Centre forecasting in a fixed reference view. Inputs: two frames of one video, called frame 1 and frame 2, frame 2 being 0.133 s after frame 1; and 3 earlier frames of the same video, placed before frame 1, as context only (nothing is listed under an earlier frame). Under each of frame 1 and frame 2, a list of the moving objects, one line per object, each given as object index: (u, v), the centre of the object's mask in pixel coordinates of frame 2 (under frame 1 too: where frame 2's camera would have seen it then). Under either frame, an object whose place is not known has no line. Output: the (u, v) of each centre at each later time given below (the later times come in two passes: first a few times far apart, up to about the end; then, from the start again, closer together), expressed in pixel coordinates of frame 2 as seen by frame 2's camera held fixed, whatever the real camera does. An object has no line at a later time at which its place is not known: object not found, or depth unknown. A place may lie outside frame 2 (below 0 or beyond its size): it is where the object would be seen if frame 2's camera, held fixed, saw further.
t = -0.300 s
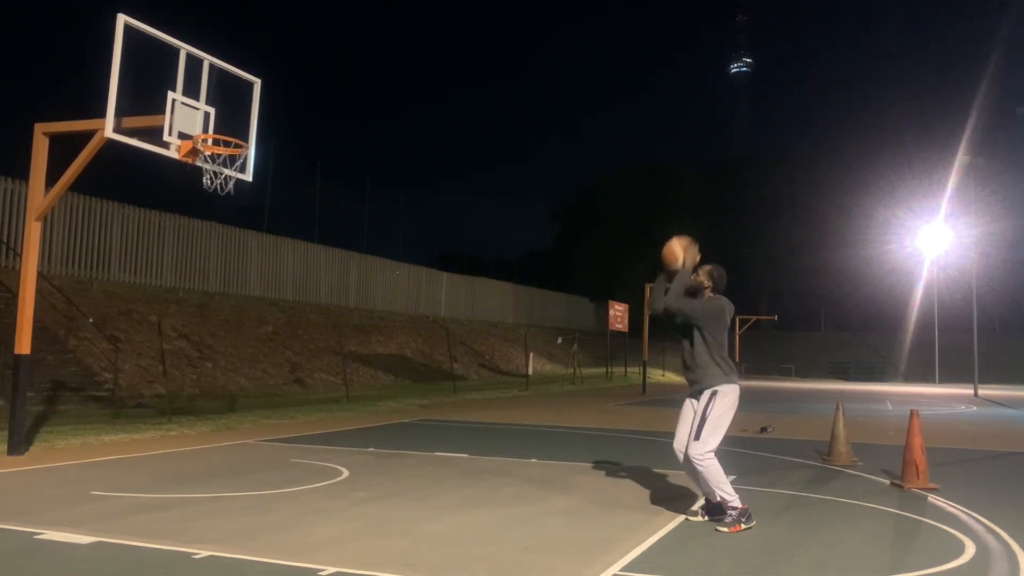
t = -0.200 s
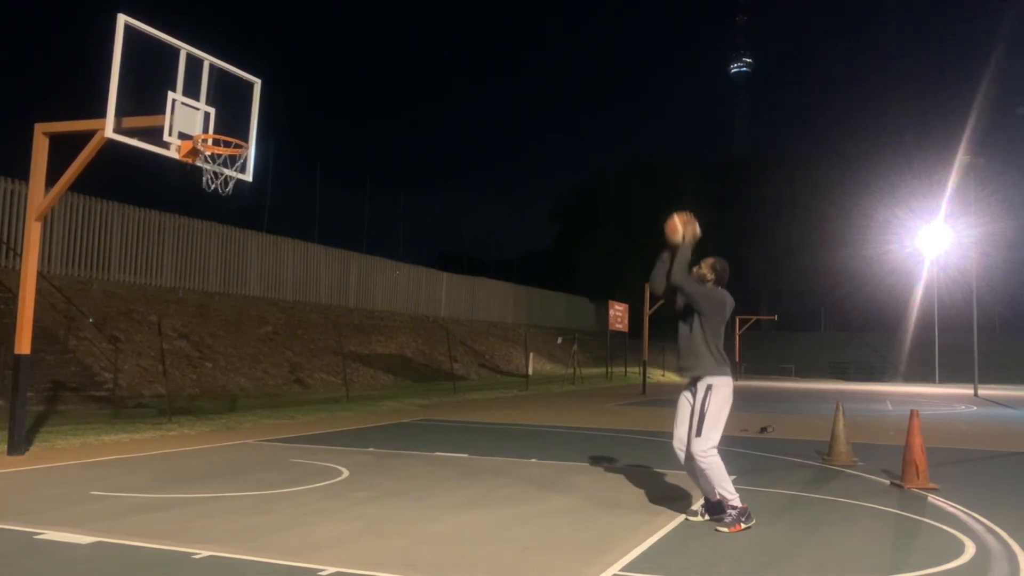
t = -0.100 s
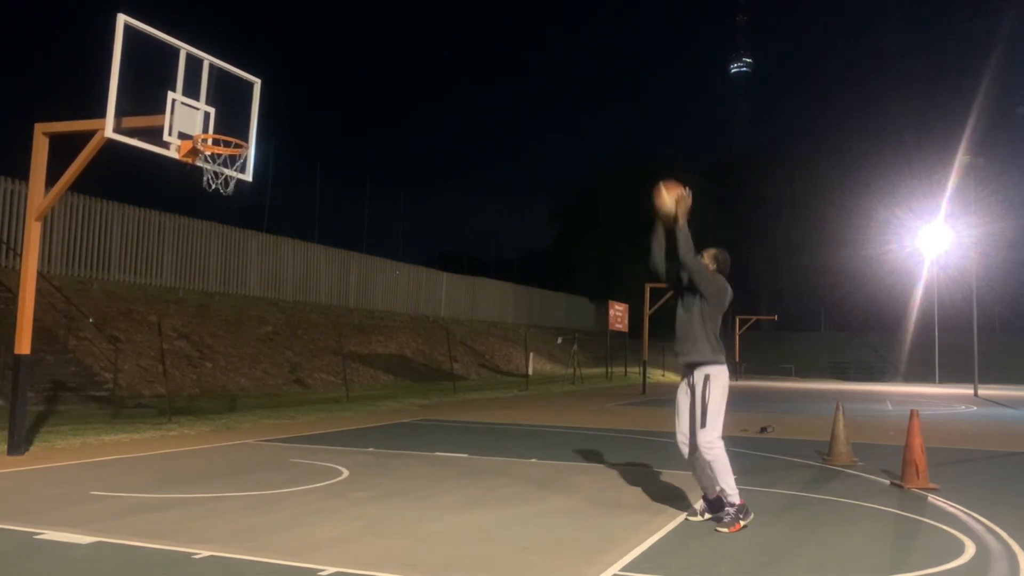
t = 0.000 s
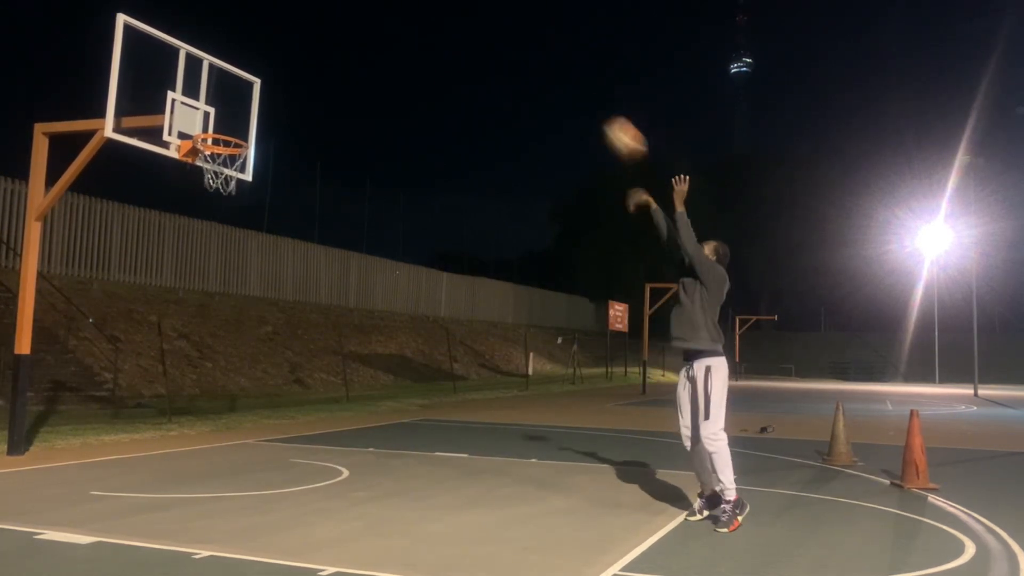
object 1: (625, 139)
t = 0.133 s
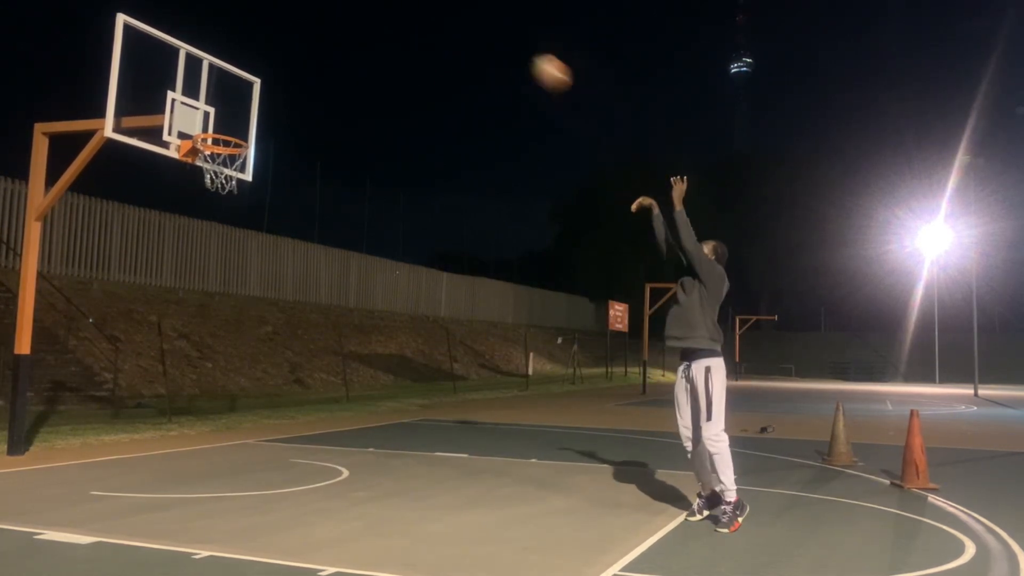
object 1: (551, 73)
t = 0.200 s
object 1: (517, 50)
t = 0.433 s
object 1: (407, 18)
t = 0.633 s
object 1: (322, 40)
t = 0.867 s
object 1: (231, 117)
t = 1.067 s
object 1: (238, 172)
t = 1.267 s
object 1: (251, 194)
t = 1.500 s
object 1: (266, 273)
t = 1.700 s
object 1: (275, 391)
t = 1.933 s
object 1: (283, 401)
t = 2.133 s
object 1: (288, 339)
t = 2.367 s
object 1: (290, 325)
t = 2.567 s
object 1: (291, 362)
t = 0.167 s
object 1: (534, 61)
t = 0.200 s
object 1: (517, 50)
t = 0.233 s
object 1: (500, 41)
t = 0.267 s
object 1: (484, 34)
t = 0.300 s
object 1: (468, 27)
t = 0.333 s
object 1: (453, 23)
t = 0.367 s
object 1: (436, 20)
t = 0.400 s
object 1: (422, 18)
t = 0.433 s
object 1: (407, 18)
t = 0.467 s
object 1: (392, 19)
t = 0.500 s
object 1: (378, 21)
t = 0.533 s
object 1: (364, 24)
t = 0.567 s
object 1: (349, 28)
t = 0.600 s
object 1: (336, 34)
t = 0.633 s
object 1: (322, 40)
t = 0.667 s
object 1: (308, 49)
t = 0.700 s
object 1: (295, 57)
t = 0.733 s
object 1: (283, 66)
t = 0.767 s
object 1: (271, 77)
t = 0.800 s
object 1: (257, 88)
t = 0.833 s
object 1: (241, 103)
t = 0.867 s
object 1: (231, 117)
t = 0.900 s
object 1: (221, 126)
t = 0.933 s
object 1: (215, 148)
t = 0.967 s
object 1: (221, 156)
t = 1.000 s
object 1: (229, 166)
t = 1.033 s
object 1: (235, 171)
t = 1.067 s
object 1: (238, 172)
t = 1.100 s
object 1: (241, 173)
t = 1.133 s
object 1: (243, 176)
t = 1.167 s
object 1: (245, 179)
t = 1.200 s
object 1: (248, 183)
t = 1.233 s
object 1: (250, 189)
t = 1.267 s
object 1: (251, 194)
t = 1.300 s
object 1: (253, 202)
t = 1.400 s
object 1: (260, 232)
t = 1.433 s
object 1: (262, 244)
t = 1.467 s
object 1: (263, 258)
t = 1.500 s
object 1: (266, 273)
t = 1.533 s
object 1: (267, 291)
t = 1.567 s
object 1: (269, 308)
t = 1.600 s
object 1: (271, 326)
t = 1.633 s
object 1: (272, 347)
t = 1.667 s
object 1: (273, 368)
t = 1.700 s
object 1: (275, 391)
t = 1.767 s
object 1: (277, 441)
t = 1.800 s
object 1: (277, 462)
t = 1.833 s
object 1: (280, 446)
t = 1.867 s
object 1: (280, 429)
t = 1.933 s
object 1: (283, 401)
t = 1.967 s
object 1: (284, 387)
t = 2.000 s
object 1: (285, 375)
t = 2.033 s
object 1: (286, 365)
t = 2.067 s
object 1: (286, 355)
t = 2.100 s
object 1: (287, 346)
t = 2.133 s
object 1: (288, 339)
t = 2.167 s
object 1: (288, 333)
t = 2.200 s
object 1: (289, 329)
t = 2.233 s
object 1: (289, 326)
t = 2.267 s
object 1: (289, 323)
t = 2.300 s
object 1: (290, 323)
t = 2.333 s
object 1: (290, 323)
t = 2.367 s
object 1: (290, 325)
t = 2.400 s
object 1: (291, 328)
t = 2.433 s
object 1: (291, 332)
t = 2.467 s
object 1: (291, 338)
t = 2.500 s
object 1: (291, 344)
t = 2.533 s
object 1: (291, 353)
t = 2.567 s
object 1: (291, 362)
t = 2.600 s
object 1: (291, 373)
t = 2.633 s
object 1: (290, 385)
